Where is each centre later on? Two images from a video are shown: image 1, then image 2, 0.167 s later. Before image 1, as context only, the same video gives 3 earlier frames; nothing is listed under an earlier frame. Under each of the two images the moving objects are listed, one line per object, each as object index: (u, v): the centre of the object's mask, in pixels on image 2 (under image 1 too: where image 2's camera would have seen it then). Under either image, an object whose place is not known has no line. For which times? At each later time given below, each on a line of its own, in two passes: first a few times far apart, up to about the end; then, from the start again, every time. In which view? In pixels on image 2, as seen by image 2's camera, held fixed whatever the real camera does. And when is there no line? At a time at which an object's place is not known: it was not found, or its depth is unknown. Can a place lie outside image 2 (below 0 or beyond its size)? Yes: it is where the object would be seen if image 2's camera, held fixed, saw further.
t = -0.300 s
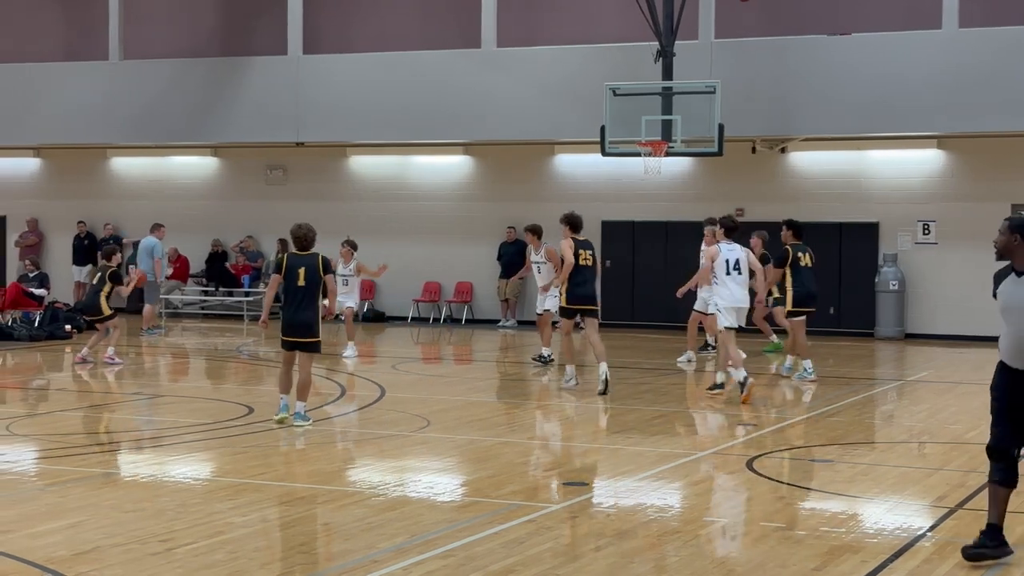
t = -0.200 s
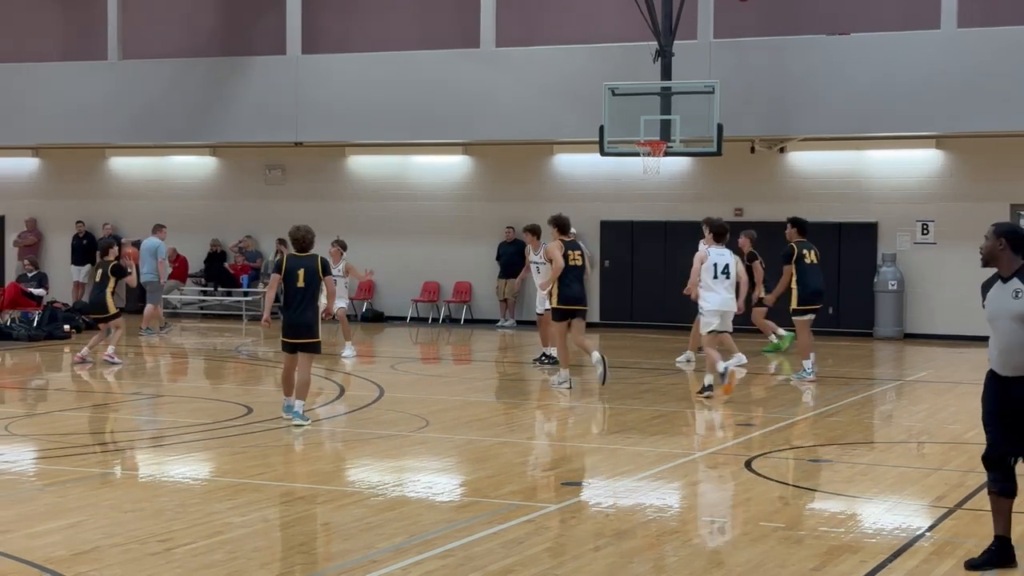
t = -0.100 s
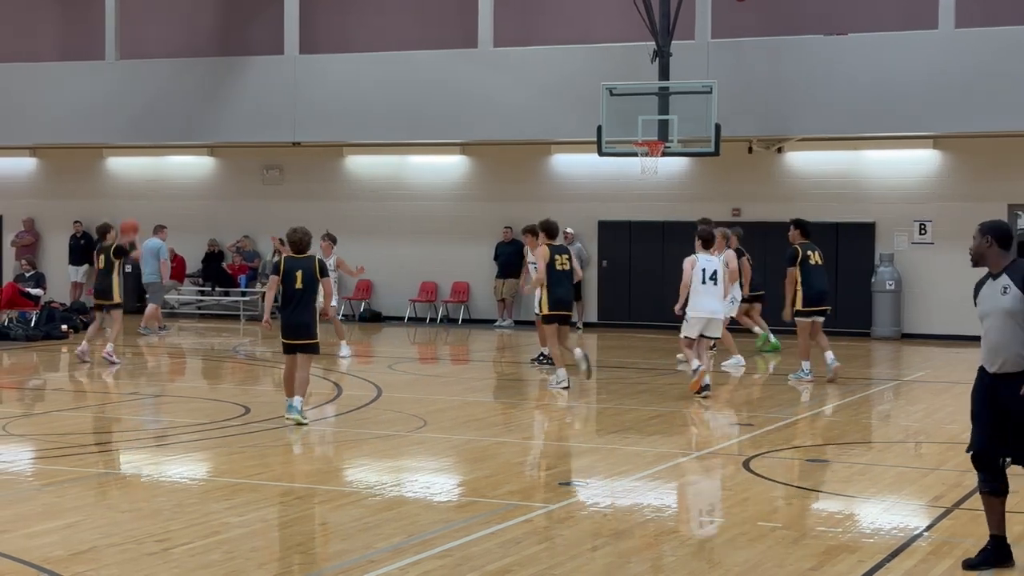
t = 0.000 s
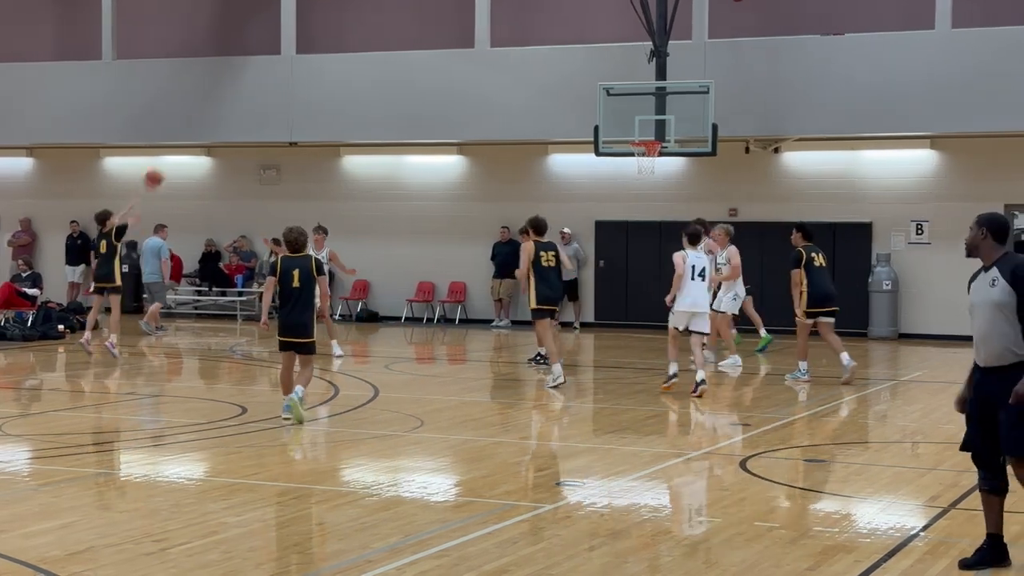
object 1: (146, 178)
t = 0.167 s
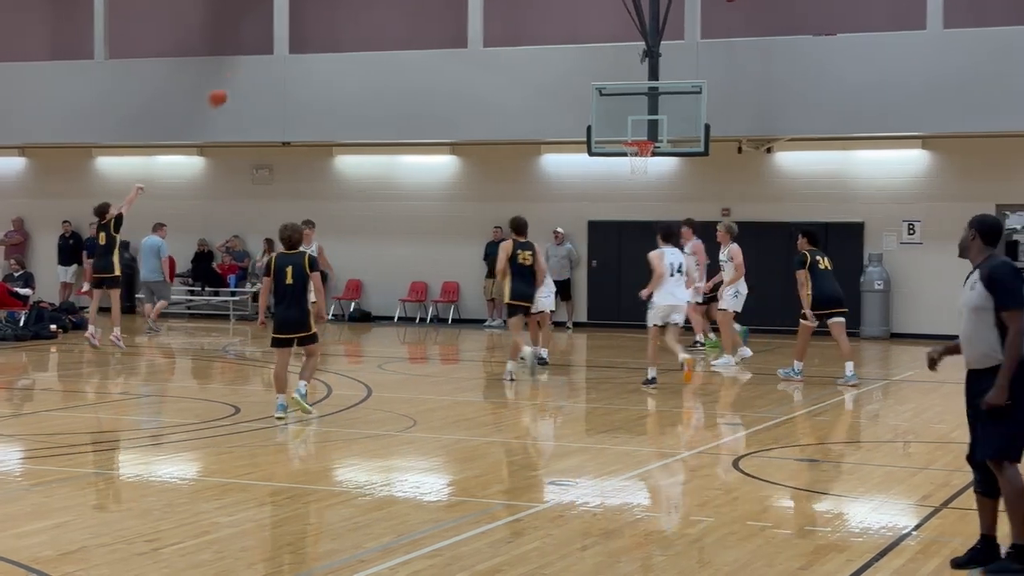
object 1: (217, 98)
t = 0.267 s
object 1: (258, 60)
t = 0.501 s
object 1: (349, 8)
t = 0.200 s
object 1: (231, 85)
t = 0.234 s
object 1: (245, 73)
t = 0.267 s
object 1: (258, 60)
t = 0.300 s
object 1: (271, 50)
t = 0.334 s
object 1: (284, 42)
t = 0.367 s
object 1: (298, 32)
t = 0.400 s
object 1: (311, 25)
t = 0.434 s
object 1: (324, 18)
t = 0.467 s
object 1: (336, 13)
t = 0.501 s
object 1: (349, 8)
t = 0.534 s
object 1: (361, 6)
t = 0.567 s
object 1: (374, 4)
